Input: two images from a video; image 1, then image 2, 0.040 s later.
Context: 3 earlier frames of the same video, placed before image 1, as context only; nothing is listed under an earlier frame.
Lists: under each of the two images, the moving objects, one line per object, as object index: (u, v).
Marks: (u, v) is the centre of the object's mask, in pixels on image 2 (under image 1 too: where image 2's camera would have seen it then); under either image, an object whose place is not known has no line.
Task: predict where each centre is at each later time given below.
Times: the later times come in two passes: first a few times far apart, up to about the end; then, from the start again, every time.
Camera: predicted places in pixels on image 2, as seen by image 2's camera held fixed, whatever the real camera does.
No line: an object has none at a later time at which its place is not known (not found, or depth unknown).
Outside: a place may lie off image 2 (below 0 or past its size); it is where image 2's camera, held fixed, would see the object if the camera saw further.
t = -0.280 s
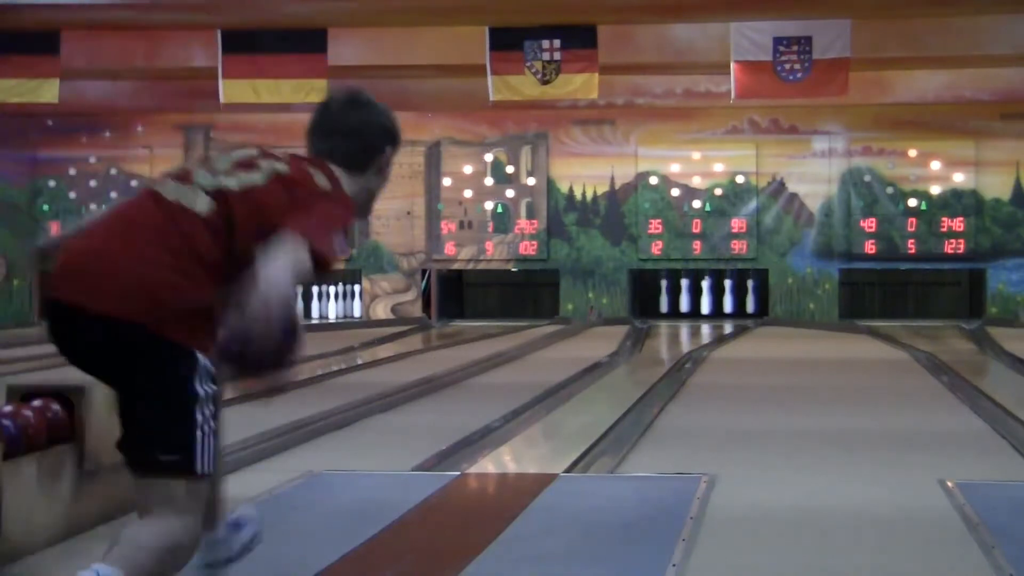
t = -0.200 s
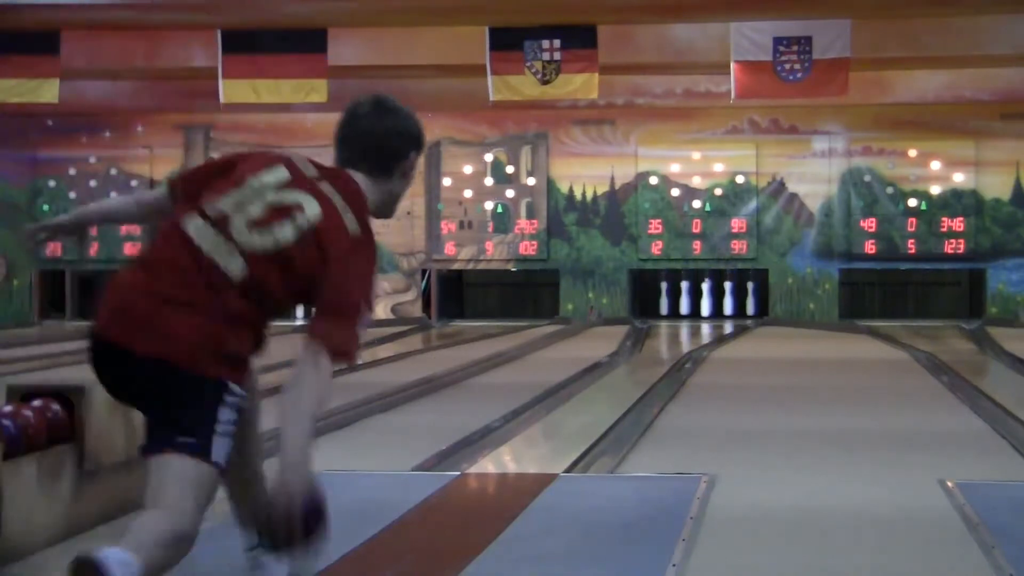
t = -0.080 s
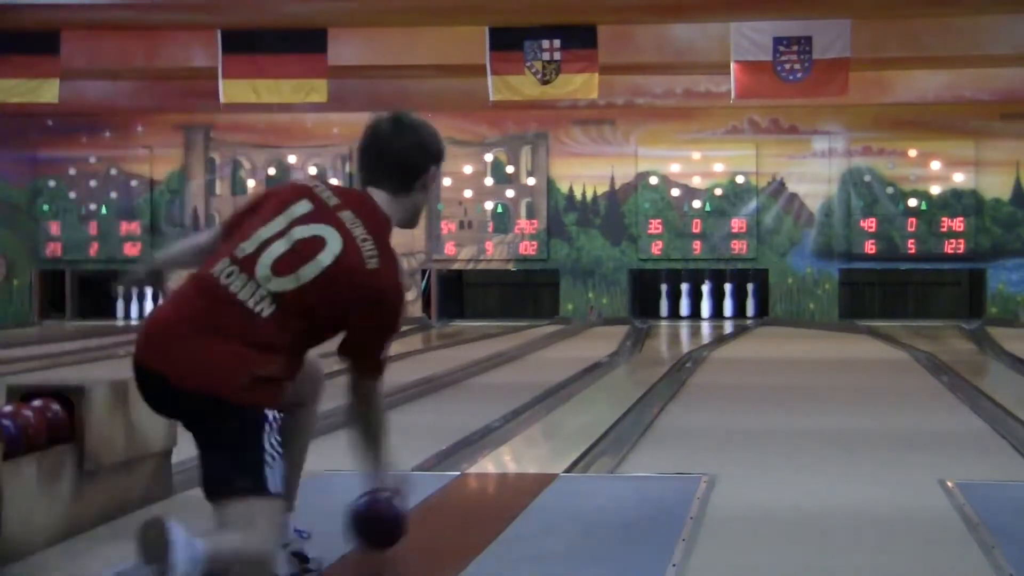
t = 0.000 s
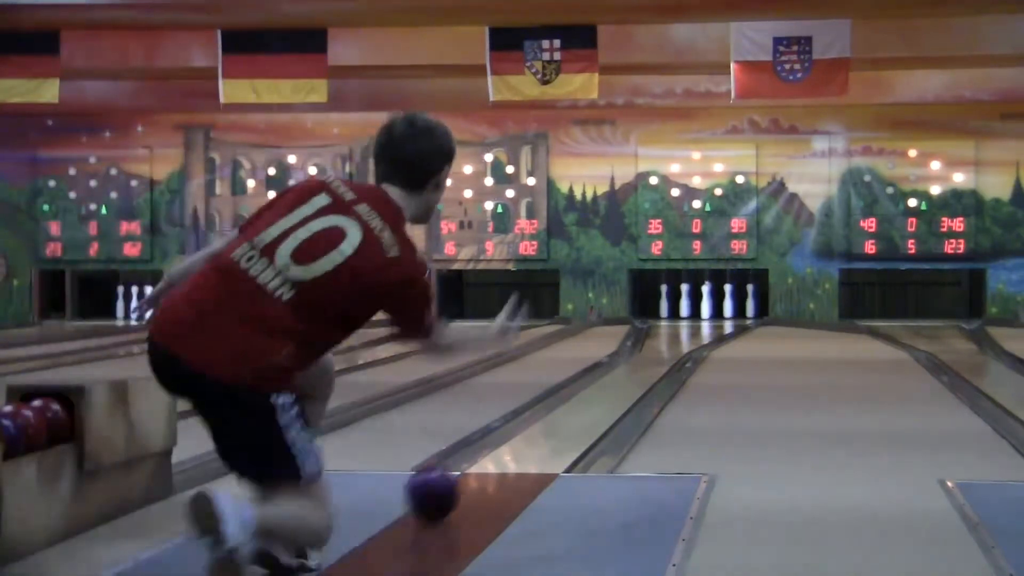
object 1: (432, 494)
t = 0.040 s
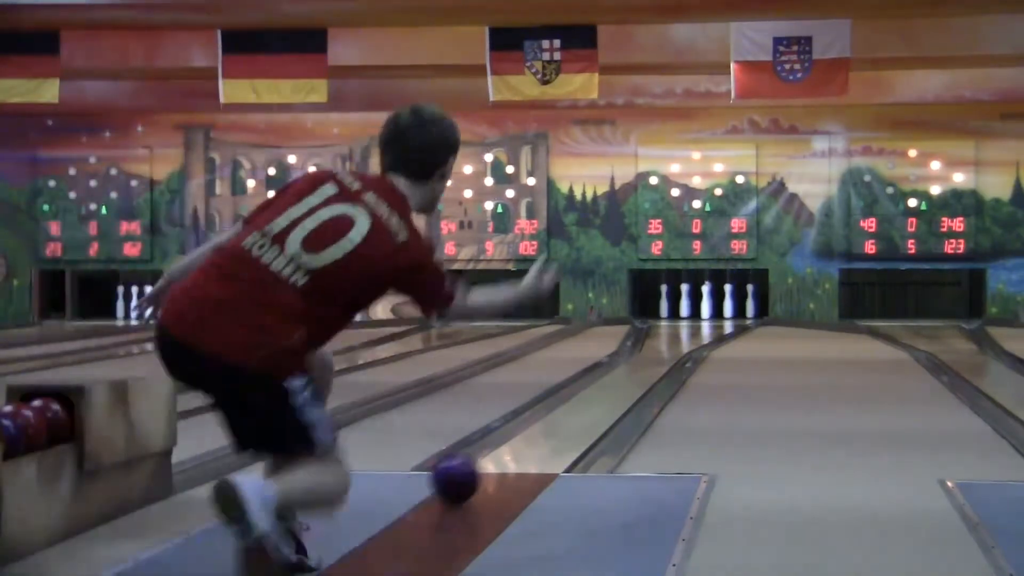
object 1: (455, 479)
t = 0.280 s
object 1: (550, 419)
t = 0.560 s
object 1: (612, 381)
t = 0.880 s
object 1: (654, 354)
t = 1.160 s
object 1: (676, 339)
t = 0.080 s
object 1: (476, 466)
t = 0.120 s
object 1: (494, 453)
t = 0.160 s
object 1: (509, 443)
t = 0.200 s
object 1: (524, 435)
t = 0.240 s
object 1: (537, 427)
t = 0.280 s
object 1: (550, 419)
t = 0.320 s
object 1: (561, 413)
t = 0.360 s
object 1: (571, 406)
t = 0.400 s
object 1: (580, 401)
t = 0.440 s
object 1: (589, 396)
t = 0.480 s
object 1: (597, 390)
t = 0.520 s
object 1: (605, 385)
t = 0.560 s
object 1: (612, 381)
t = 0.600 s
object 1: (618, 377)
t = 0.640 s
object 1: (625, 373)
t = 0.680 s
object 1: (630, 370)
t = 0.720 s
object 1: (636, 367)
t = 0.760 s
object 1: (641, 363)
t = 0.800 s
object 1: (645, 360)
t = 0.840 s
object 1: (650, 357)
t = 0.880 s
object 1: (654, 354)
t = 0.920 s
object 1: (657, 352)
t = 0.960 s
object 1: (661, 350)
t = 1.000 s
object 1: (665, 347)
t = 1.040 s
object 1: (668, 346)
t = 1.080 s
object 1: (671, 343)
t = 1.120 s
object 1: (674, 342)
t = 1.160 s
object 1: (676, 339)
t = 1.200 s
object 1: (679, 337)
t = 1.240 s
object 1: (681, 336)
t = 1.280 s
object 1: (684, 334)
